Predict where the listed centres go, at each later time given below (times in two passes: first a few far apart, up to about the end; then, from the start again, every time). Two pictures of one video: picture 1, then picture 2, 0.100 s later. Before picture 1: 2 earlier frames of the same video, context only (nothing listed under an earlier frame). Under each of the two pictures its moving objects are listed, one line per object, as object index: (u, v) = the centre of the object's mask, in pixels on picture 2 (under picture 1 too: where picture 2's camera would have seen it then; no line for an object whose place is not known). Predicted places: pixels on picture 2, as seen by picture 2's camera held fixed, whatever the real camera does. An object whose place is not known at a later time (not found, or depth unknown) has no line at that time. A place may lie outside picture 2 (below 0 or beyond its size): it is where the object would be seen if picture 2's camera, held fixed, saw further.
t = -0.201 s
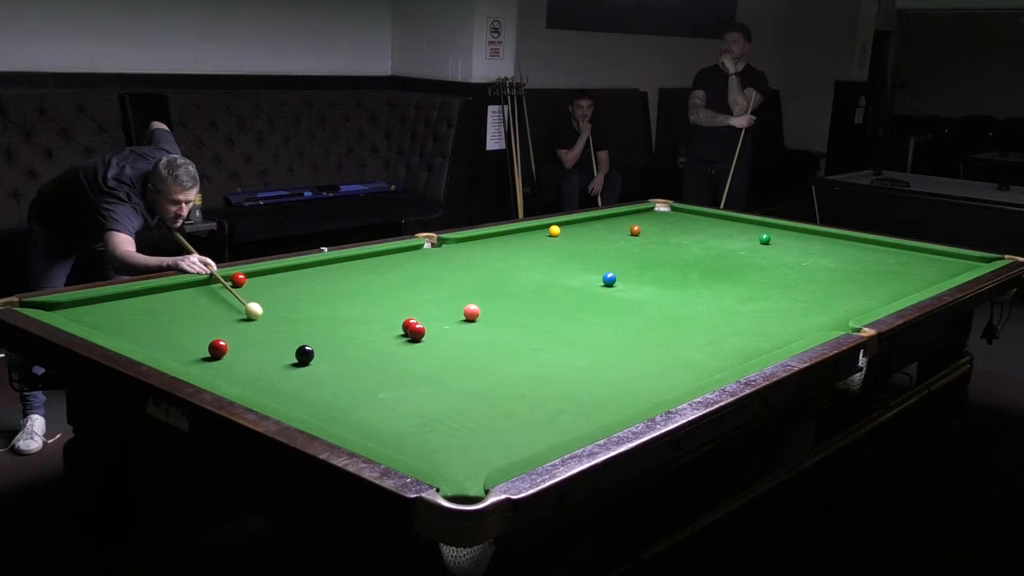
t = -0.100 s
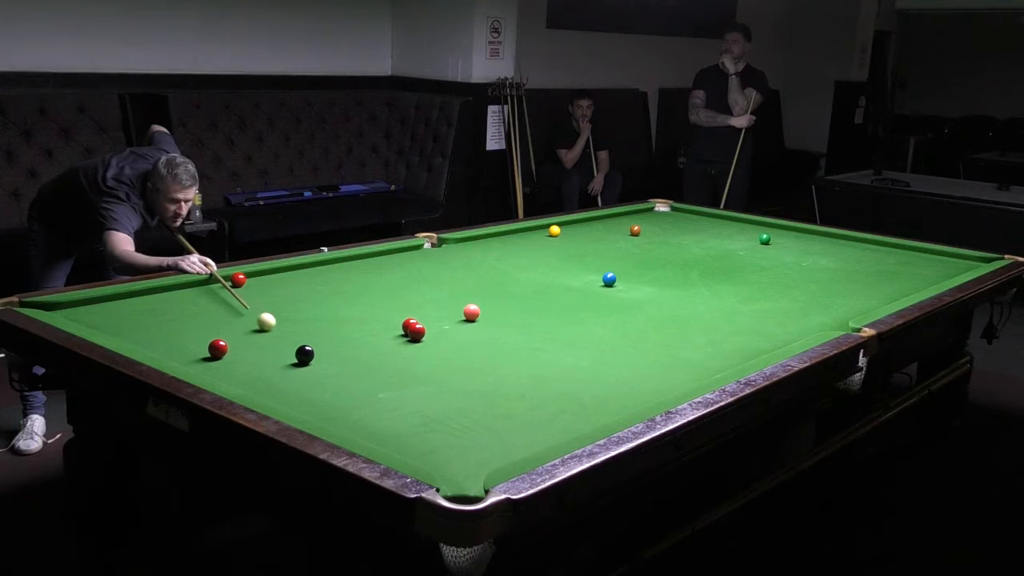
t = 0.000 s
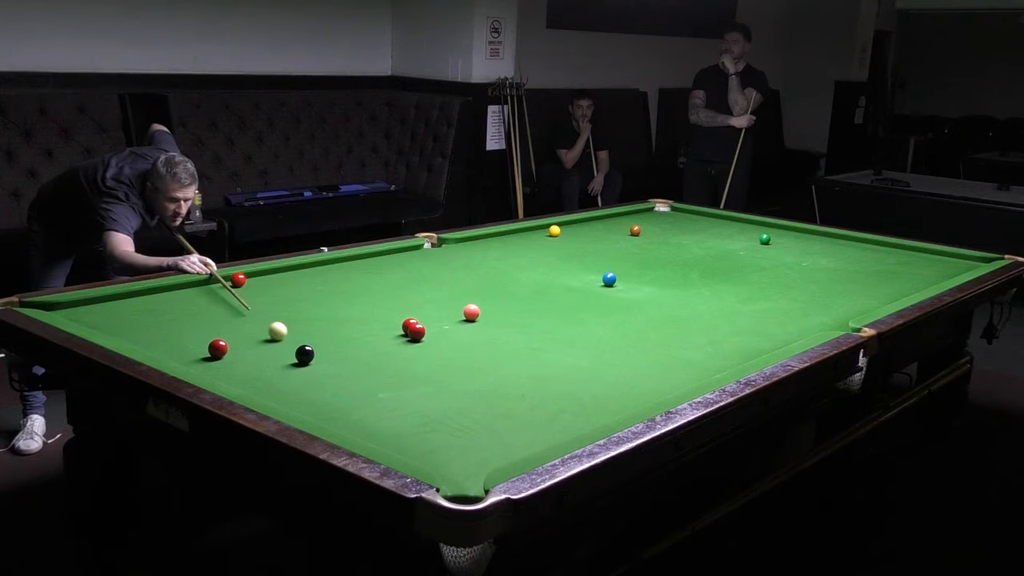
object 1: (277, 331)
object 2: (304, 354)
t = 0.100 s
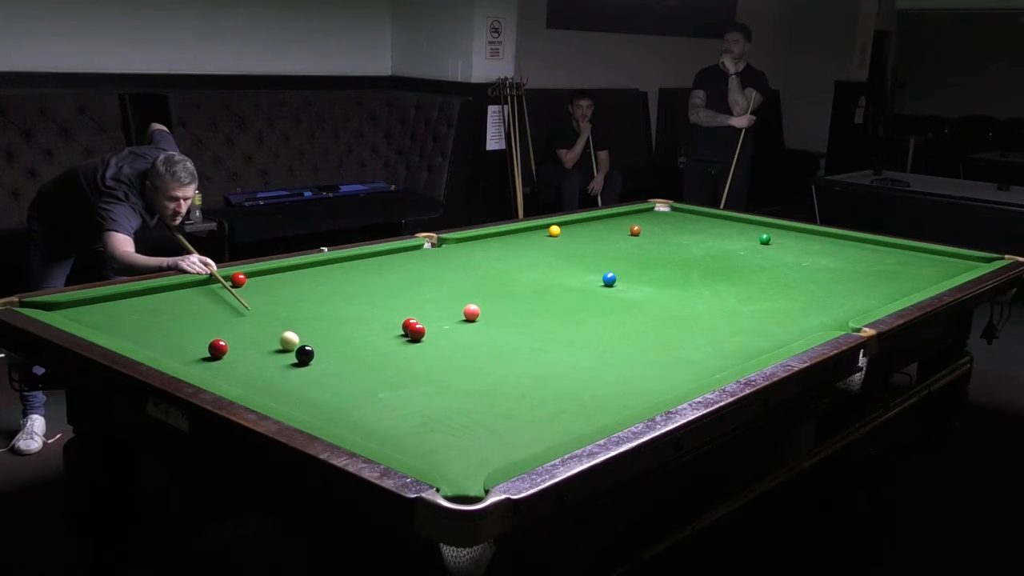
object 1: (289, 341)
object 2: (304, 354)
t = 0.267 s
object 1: (299, 349)
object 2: (314, 362)
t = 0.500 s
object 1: (306, 356)
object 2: (336, 380)
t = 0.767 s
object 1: (313, 362)
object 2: (360, 401)
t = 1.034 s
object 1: (319, 368)
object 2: (387, 423)
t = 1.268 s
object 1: (325, 372)
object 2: (413, 444)
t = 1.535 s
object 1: (330, 377)
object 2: (444, 469)
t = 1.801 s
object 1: (335, 382)
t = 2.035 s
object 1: (339, 385)
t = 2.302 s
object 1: (343, 388)
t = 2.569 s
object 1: (346, 391)
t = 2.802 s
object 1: (347, 392)
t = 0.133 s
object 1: (291, 342)
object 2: (304, 354)
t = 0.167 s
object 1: (294, 345)
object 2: (304, 354)
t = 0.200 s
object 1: (297, 347)
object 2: (307, 357)
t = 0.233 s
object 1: (298, 348)
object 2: (310, 359)
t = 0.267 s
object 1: (299, 349)
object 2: (314, 362)
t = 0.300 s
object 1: (301, 351)
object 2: (317, 365)
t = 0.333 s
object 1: (301, 351)
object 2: (319, 367)
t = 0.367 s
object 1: (302, 352)
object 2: (323, 370)
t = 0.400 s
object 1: (304, 353)
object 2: (326, 373)
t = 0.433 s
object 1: (304, 354)
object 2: (328, 374)
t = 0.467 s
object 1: (305, 355)
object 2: (332, 377)
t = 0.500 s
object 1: (306, 356)
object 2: (336, 380)
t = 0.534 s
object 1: (307, 356)
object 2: (338, 382)
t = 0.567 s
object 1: (308, 357)
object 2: (341, 385)
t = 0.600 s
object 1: (309, 358)
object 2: (345, 388)
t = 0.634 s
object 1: (310, 359)
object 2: (347, 390)
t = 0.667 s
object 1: (311, 360)
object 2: (351, 393)
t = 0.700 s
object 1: (312, 360)
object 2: (354, 396)
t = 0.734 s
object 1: (312, 361)
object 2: (356, 398)
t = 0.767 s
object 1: (313, 362)
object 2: (360, 401)
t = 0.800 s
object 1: (314, 363)
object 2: (364, 404)
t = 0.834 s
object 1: (315, 363)
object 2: (366, 406)
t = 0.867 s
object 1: (316, 364)
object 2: (370, 409)
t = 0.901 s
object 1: (317, 365)
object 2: (374, 413)
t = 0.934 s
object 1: (317, 365)
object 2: (377, 414)
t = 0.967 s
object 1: (318, 366)
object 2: (381, 418)
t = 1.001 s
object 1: (319, 367)
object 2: (385, 421)
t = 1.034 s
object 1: (319, 368)
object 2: (387, 423)
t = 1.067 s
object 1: (320, 368)
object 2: (391, 426)
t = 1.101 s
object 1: (321, 369)
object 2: (395, 430)
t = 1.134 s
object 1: (322, 369)
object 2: (398, 432)
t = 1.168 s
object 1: (323, 370)
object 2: (402, 435)
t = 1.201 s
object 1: (324, 371)
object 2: (406, 439)
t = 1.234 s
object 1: (324, 372)
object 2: (408, 441)
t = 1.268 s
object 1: (325, 372)
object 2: (413, 444)
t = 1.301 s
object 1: (326, 373)
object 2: (417, 447)
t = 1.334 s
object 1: (326, 374)
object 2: (420, 450)
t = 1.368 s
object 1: (327, 374)
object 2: (424, 453)
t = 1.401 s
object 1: (328, 375)
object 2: (429, 457)
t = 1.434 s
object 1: (328, 375)
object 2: (431, 458)
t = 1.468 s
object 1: (329, 376)
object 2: (436, 462)
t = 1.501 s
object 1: (330, 377)
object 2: (441, 466)
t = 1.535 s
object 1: (330, 377)
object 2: (444, 469)
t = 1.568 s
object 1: (331, 378)
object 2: (448, 473)
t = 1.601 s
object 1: (332, 379)
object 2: (452, 477)
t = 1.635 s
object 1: (332, 379)
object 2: (455, 479)
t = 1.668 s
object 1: (333, 380)
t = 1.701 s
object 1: (334, 380)
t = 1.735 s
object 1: (334, 381)
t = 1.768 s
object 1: (335, 381)
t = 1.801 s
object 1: (335, 382)
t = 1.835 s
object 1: (336, 382)
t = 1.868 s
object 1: (336, 383)
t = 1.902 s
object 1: (337, 383)
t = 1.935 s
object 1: (337, 384)
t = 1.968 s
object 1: (338, 384)
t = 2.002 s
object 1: (339, 385)
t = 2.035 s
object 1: (339, 385)
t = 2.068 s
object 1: (340, 385)
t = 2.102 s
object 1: (340, 386)
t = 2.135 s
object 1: (341, 386)
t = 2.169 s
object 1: (341, 387)
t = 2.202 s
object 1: (342, 387)
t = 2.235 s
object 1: (342, 387)
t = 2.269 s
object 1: (342, 388)
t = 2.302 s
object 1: (343, 388)
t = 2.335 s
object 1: (343, 389)
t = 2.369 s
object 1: (344, 389)
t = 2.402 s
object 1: (344, 389)
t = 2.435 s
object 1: (344, 390)
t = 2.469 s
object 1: (345, 390)
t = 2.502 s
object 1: (345, 390)
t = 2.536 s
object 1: (346, 390)
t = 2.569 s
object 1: (346, 391)
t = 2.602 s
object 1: (346, 391)
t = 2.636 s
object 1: (346, 391)
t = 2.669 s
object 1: (347, 392)
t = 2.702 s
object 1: (347, 392)
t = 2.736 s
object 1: (347, 392)
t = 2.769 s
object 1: (347, 392)
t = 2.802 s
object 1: (347, 392)
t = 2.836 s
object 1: (348, 392)
